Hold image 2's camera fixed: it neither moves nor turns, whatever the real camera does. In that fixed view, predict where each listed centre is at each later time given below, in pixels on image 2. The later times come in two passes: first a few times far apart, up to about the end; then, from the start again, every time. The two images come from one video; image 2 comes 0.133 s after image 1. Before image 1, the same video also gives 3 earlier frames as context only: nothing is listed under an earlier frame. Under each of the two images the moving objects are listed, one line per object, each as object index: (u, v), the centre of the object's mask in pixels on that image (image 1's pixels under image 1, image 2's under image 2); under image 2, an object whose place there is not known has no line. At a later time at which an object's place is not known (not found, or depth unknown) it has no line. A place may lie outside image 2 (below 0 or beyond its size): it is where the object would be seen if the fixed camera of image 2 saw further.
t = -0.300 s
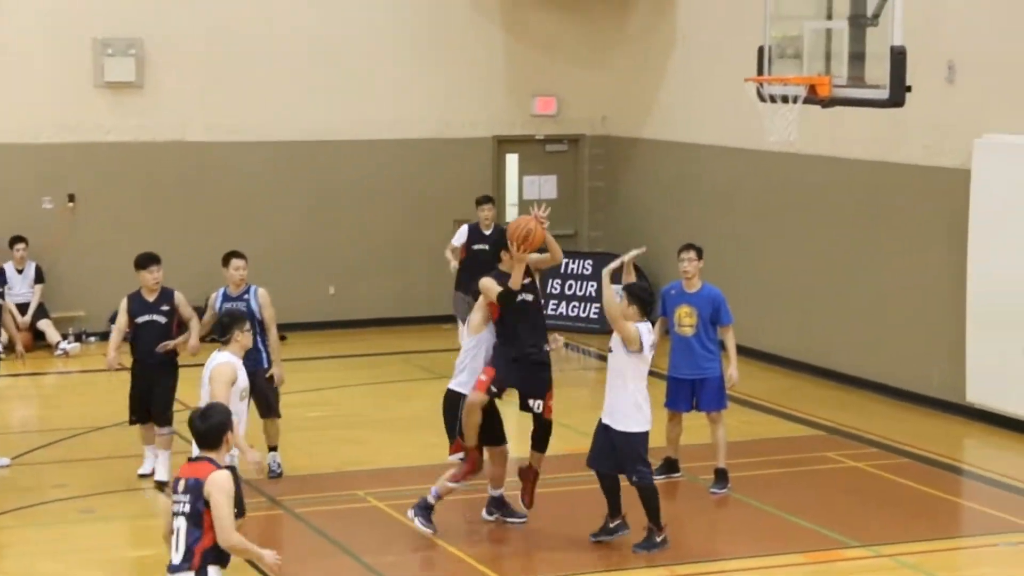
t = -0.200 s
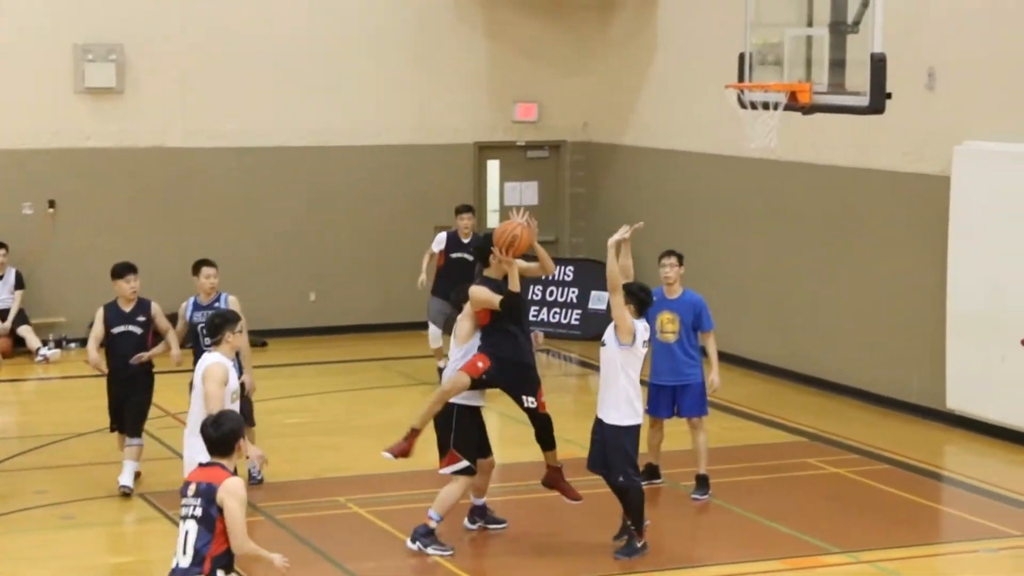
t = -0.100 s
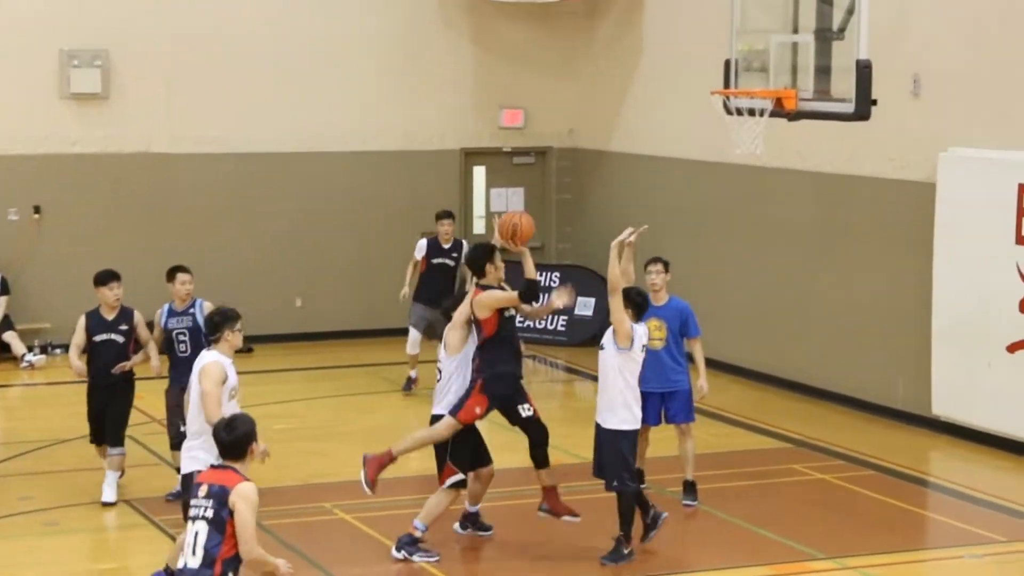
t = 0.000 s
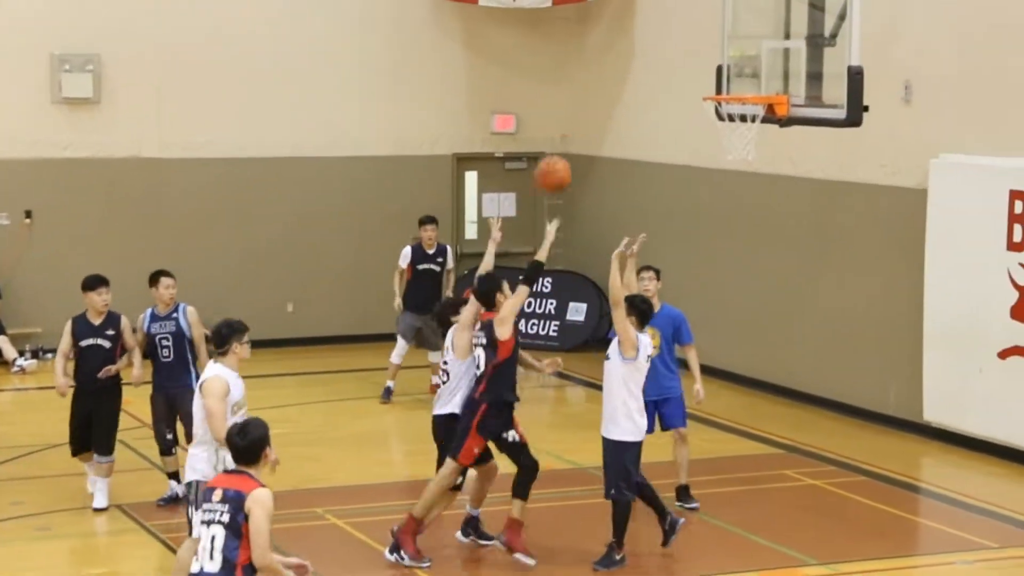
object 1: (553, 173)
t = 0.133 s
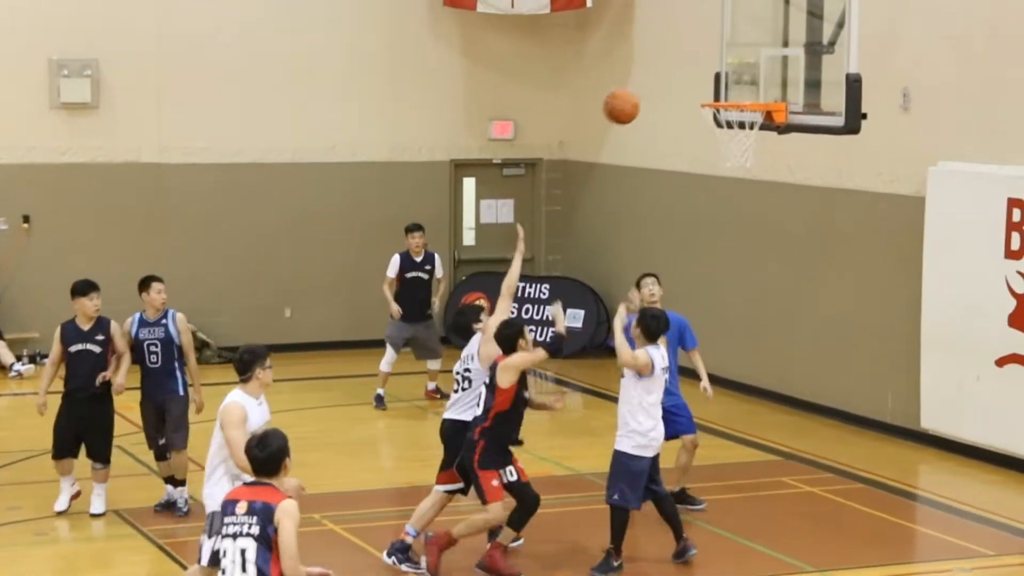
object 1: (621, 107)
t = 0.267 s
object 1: (687, 60)
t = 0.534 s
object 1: (802, 46)
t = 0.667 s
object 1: (740, 85)
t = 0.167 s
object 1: (638, 92)
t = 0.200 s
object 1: (655, 80)
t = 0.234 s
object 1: (671, 69)
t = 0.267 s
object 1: (687, 60)
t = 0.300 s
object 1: (703, 53)
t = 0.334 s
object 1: (719, 47)
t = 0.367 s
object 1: (734, 43)
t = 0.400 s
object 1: (749, 40)
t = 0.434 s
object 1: (764, 39)
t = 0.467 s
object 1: (779, 40)
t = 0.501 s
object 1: (794, 42)
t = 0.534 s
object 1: (802, 46)
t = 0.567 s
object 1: (787, 54)
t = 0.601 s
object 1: (772, 62)
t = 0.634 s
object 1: (756, 73)
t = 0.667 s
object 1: (740, 85)
